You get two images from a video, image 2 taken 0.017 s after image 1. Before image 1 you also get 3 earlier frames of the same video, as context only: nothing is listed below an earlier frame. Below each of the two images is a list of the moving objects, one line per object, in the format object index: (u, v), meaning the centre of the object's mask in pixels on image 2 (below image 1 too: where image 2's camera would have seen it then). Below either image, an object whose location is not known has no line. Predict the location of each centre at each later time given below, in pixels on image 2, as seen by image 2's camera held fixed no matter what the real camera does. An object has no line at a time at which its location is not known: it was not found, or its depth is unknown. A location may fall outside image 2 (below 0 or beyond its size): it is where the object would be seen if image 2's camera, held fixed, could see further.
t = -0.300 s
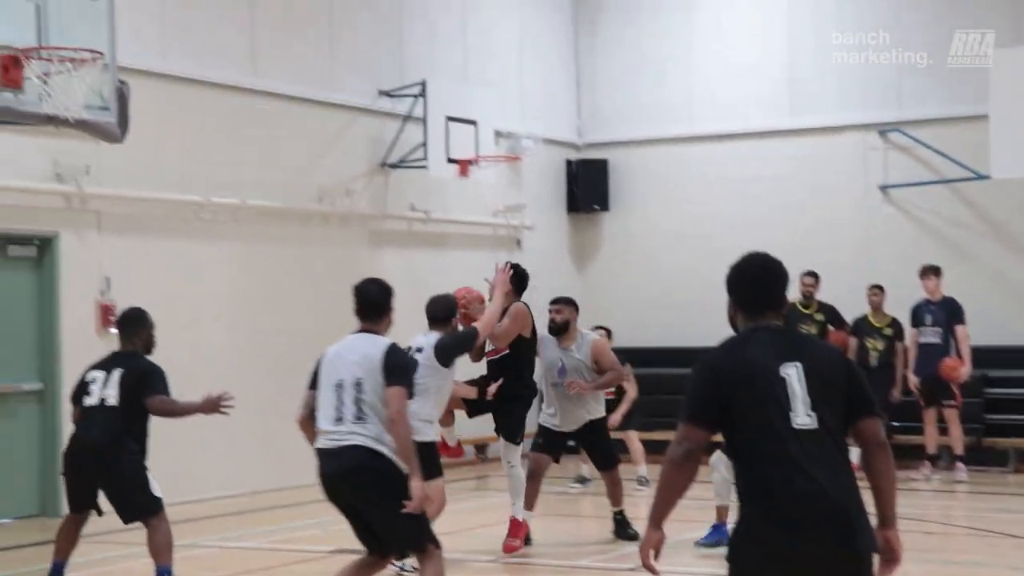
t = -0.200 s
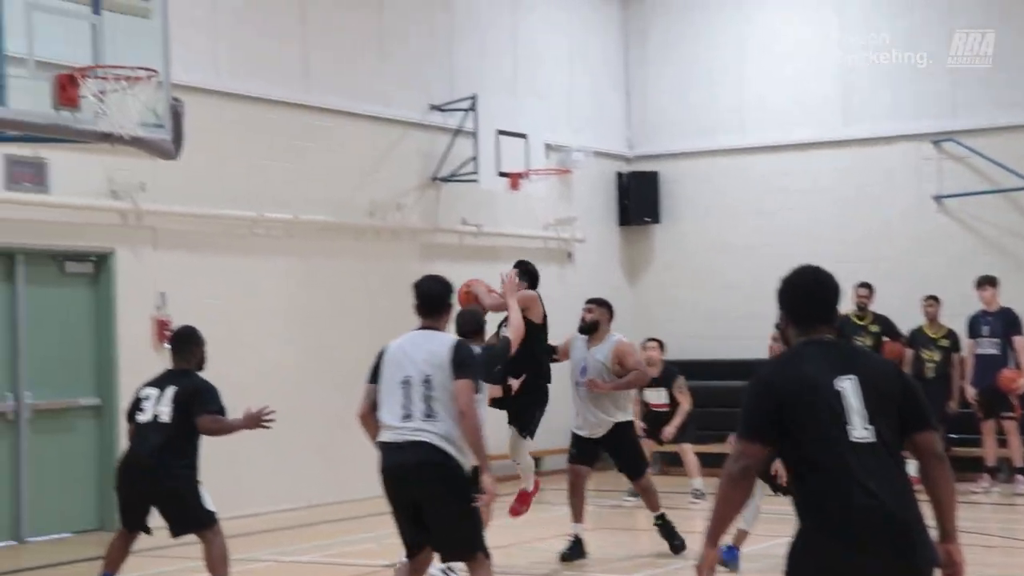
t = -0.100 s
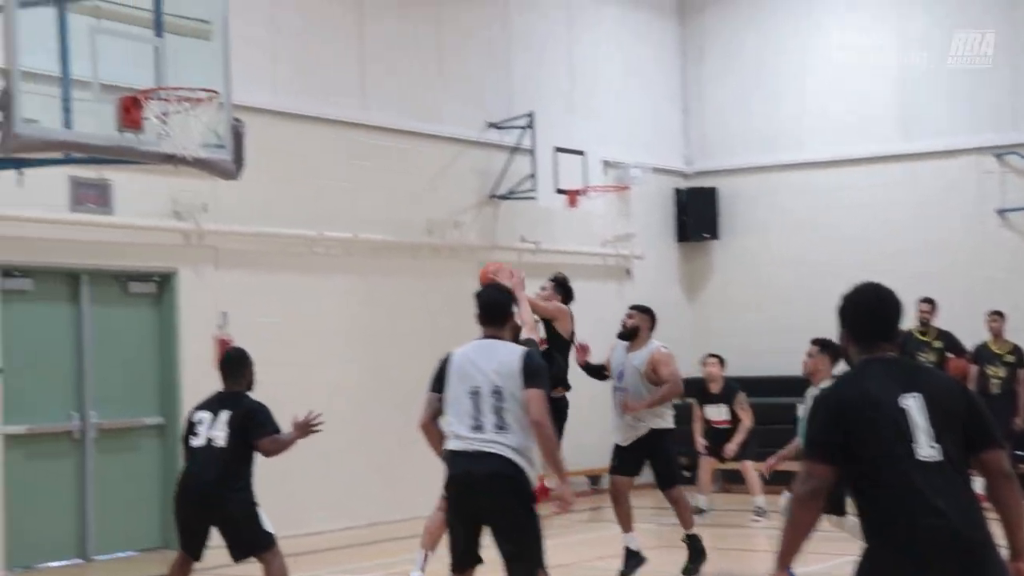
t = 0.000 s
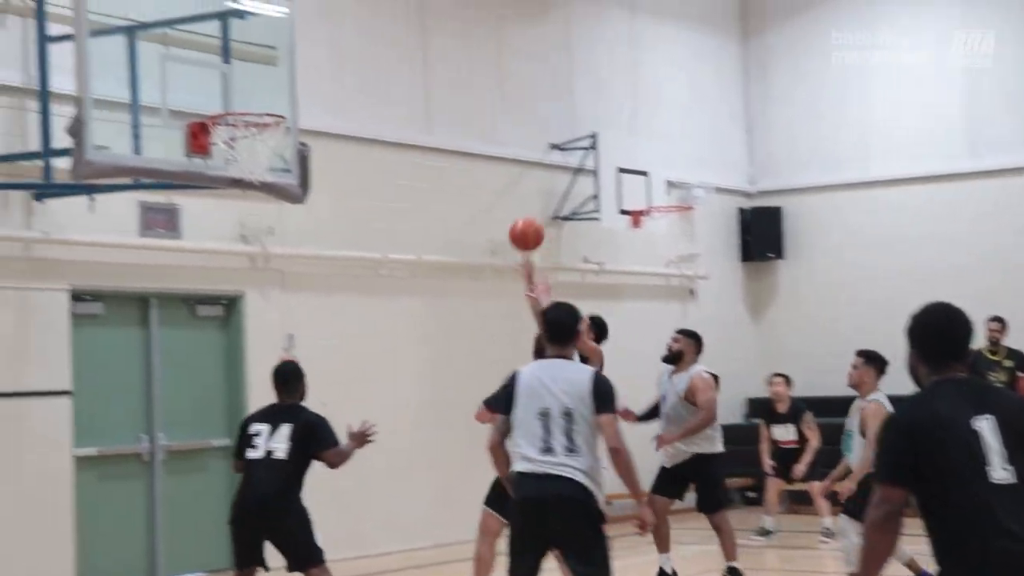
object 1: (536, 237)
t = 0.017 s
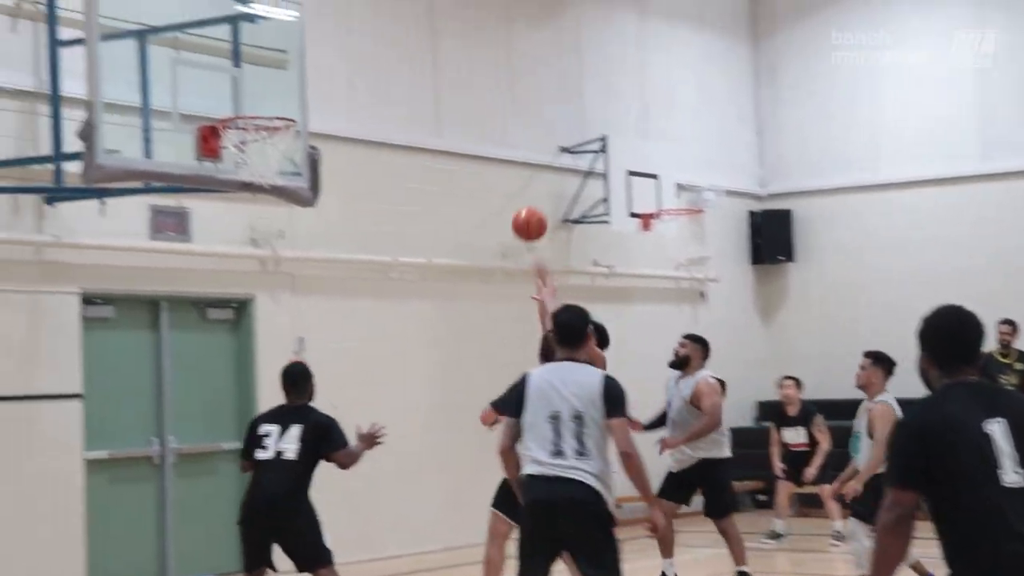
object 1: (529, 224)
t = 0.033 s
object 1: (523, 211)
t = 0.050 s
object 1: (516, 198)
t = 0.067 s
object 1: (510, 187)
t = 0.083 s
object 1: (503, 175)
